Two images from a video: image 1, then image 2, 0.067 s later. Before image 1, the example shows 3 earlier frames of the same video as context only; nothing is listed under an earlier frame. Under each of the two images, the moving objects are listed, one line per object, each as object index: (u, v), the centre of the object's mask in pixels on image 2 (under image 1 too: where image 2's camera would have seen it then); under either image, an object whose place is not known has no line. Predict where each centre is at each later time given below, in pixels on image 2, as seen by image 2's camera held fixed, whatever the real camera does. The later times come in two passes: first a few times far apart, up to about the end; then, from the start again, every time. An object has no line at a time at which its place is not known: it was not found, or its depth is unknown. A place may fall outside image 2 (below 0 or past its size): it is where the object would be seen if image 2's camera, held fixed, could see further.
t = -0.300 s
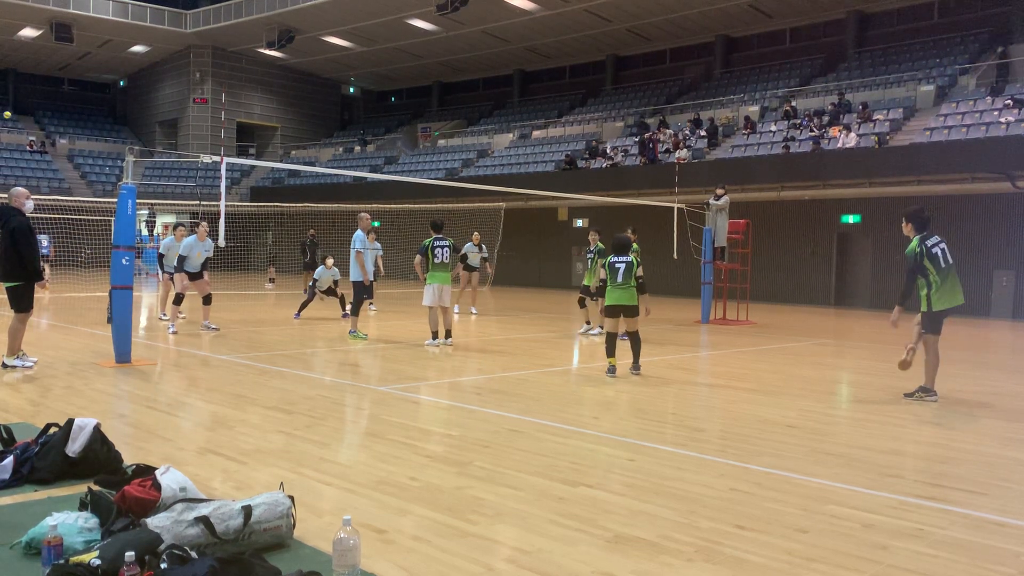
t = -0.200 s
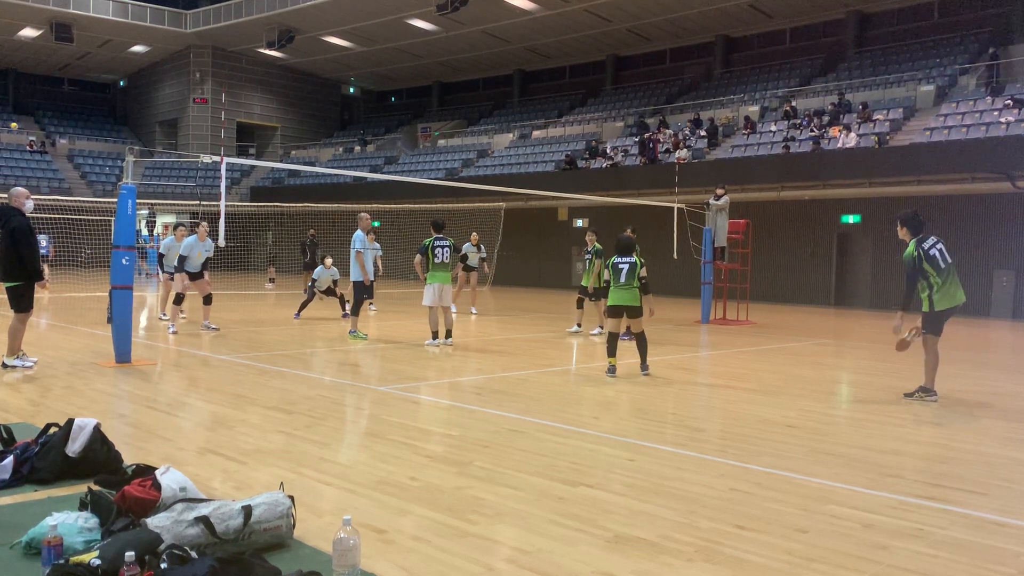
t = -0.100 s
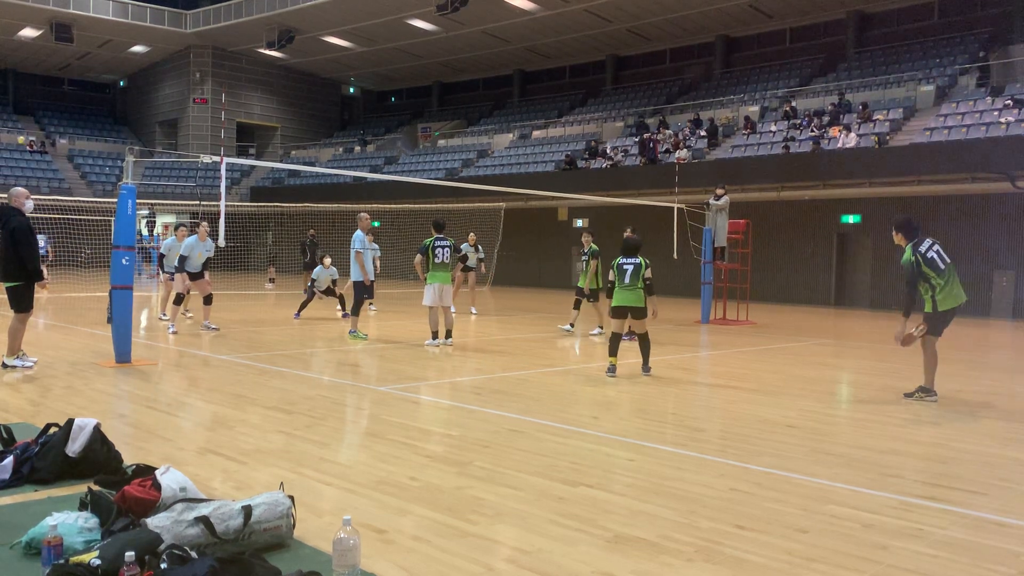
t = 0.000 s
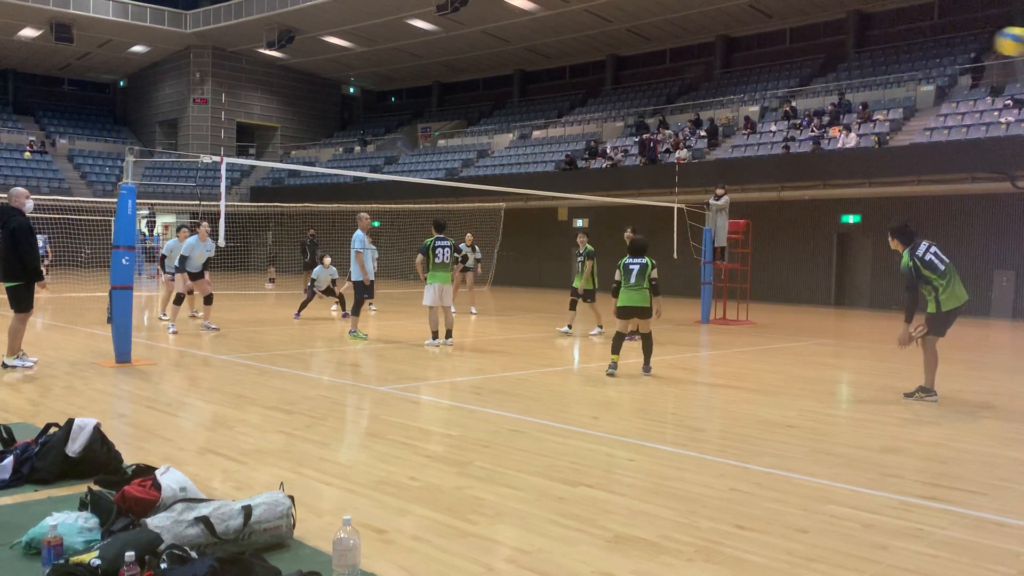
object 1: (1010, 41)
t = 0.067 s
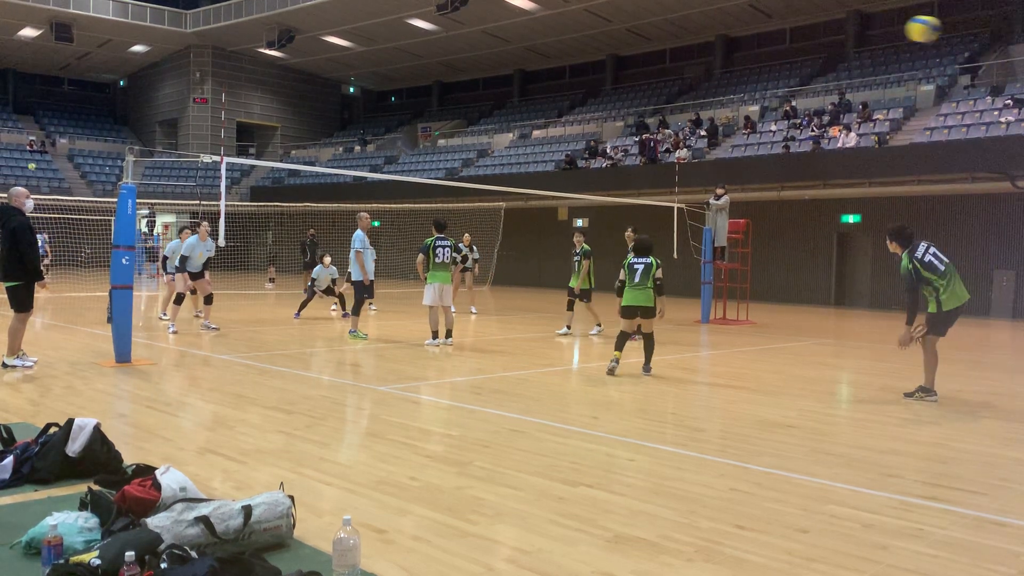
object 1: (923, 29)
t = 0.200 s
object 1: (782, 26)
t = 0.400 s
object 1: (639, 55)
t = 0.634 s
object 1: (528, 117)
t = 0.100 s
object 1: (883, 26)
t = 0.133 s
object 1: (846, 24)
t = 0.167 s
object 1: (813, 25)
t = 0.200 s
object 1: (782, 26)
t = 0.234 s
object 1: (754, 29)
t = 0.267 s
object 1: (728, 32)
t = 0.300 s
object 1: (703, 37)
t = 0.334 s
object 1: (680, 42)
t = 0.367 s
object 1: (659, 48)
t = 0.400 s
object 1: (639, 55)
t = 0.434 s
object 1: (620, 63)
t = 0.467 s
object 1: (603, 71)
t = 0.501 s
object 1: (587, 79)
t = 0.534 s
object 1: (571, 89)
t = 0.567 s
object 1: (556, 98)
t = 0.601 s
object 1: (542, 108)
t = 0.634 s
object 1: (528, 117)
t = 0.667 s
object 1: (515, 128)
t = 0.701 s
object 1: (502, 139)
